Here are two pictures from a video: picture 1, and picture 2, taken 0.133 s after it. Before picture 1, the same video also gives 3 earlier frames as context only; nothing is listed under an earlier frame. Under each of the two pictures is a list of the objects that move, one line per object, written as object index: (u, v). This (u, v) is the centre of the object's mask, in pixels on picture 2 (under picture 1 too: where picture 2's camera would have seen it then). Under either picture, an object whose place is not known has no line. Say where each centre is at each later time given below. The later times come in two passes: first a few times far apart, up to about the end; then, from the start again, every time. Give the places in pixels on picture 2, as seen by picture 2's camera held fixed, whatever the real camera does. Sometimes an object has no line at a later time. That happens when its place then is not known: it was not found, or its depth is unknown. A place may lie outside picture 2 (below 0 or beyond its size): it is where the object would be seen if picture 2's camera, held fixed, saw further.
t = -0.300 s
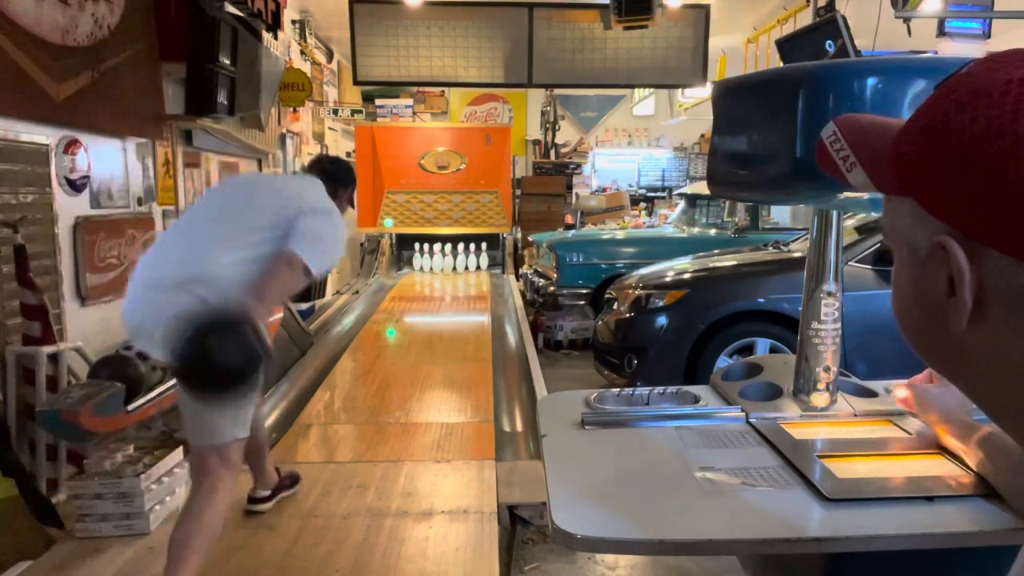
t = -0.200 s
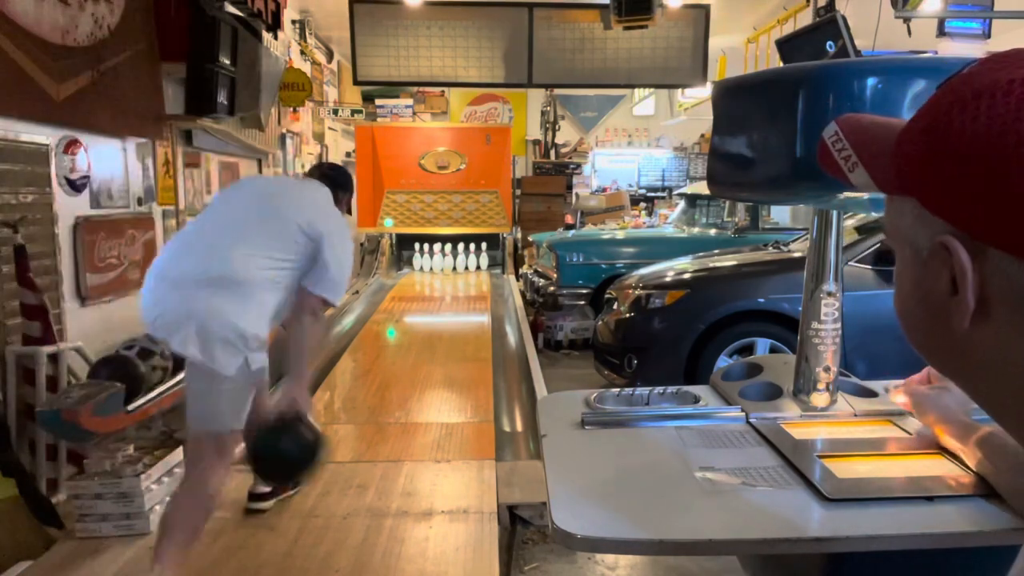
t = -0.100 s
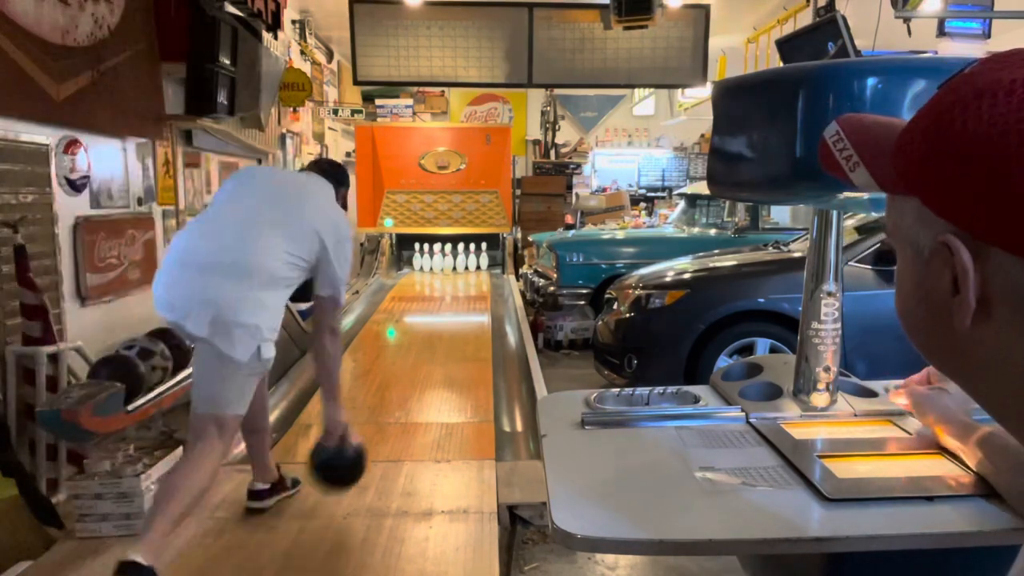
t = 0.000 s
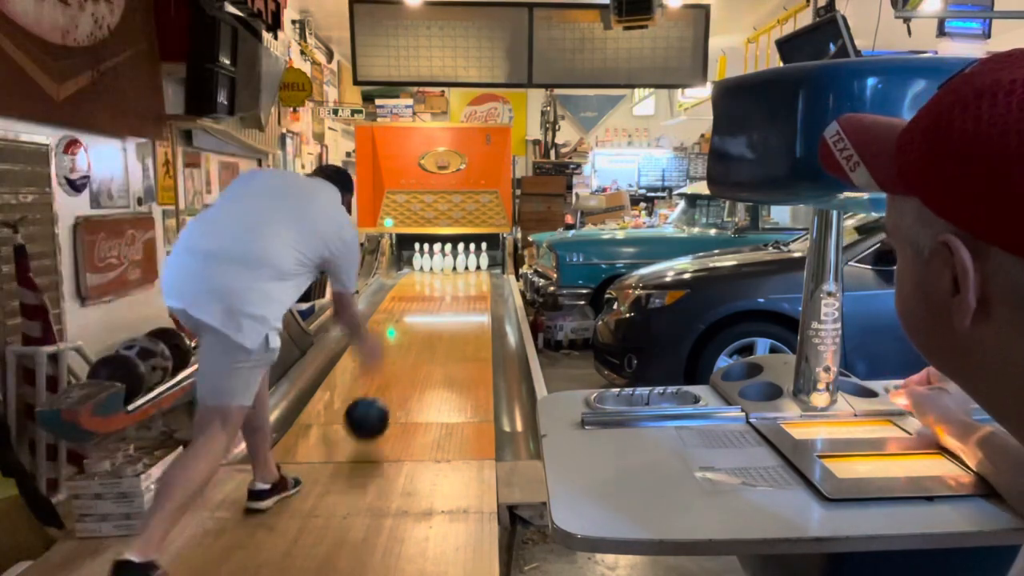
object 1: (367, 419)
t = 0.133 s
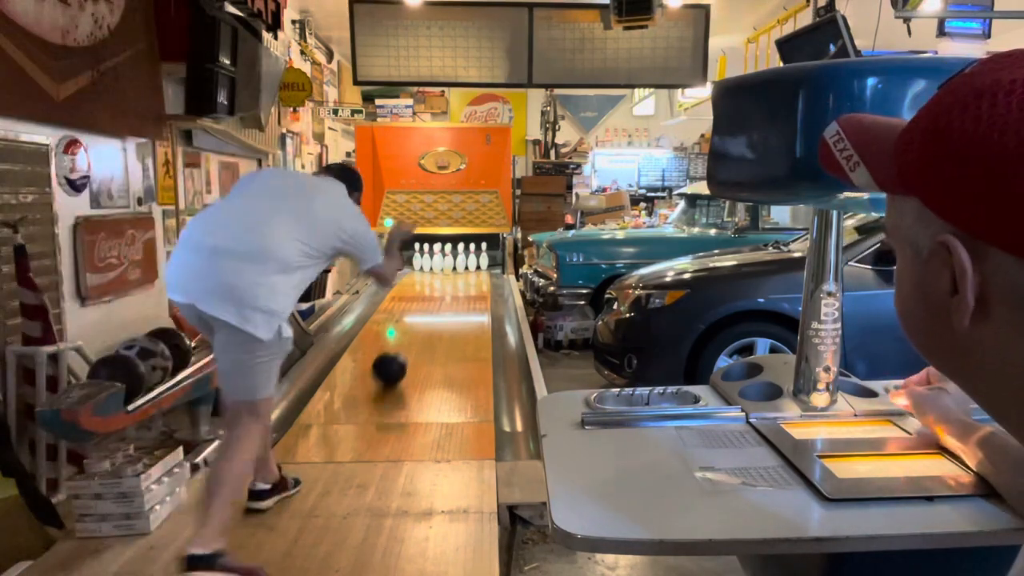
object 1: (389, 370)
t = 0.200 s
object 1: (397, 349)
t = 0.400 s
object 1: (413, 306)
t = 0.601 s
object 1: (423, 282)
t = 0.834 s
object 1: (430, 267)
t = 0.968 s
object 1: (430, 265)
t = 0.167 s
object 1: (393, 358)
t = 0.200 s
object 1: (397, 349)
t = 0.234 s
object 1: (400, 340)
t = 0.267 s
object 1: (403, 332)
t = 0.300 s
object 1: (405, 325)
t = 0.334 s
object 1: (408, 318)
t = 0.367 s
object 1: (410, 311)
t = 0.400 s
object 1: (413, 306)
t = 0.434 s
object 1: (415, 301)
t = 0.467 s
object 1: (416, 297)
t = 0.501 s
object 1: (418, 292)
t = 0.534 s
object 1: (420, 289)
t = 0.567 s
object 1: (421, 285)
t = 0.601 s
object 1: (423, 282)
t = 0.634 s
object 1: (424, 280)
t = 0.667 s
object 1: (425, 277)
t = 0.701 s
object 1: (426, 275)
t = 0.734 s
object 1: (428, 272)
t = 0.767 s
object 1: (428, 270)
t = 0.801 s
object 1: (429, 269)
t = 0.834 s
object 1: (430, 267)
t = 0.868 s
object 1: (430, 266)
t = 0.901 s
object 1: (429, 266)
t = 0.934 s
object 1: (430, 265)
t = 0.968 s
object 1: (430, 265)
